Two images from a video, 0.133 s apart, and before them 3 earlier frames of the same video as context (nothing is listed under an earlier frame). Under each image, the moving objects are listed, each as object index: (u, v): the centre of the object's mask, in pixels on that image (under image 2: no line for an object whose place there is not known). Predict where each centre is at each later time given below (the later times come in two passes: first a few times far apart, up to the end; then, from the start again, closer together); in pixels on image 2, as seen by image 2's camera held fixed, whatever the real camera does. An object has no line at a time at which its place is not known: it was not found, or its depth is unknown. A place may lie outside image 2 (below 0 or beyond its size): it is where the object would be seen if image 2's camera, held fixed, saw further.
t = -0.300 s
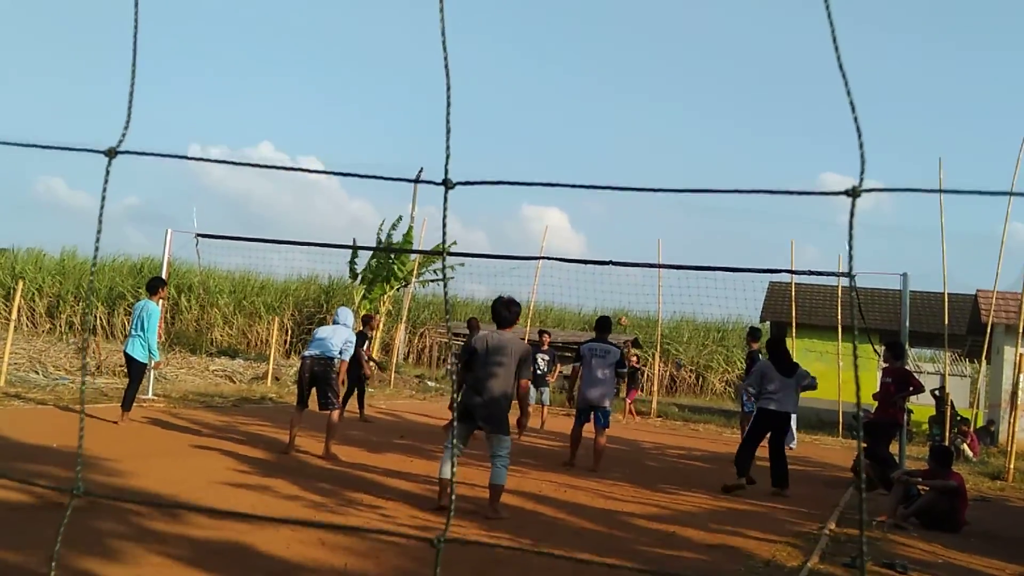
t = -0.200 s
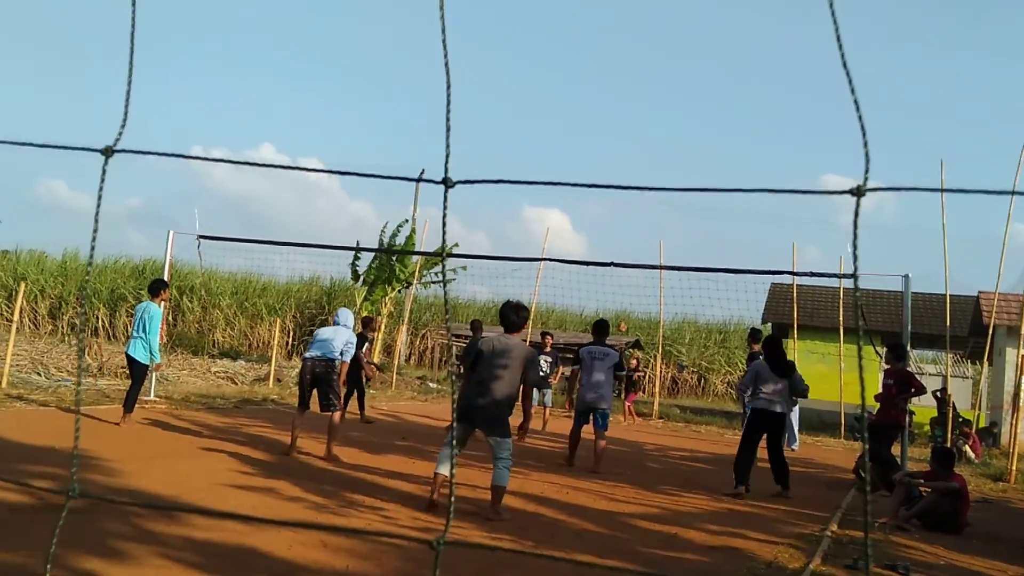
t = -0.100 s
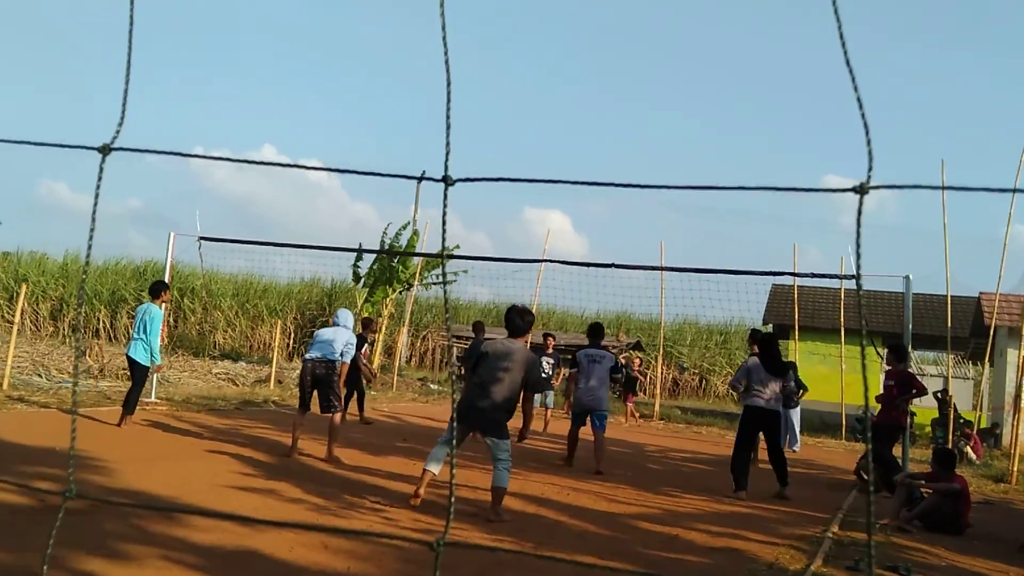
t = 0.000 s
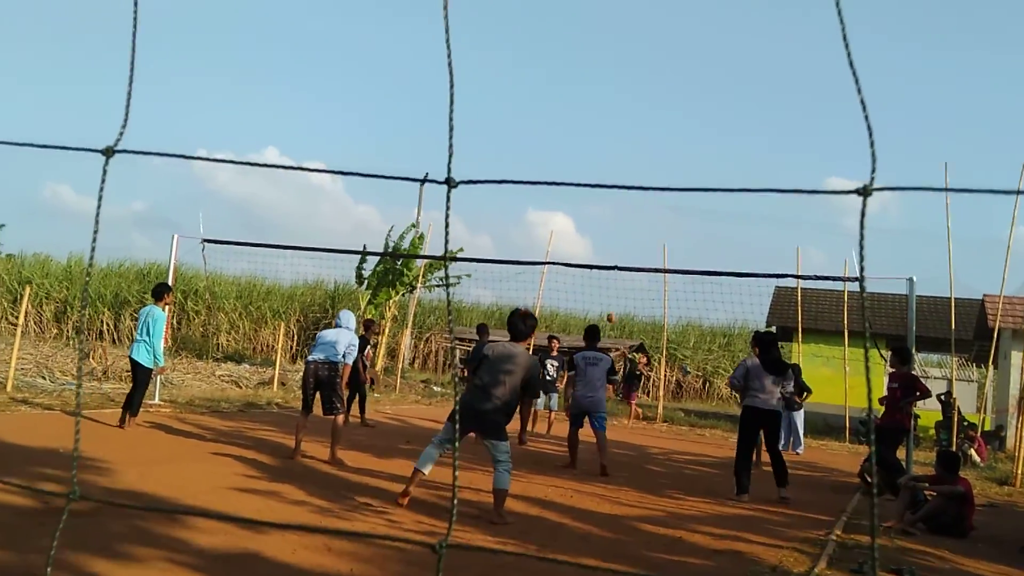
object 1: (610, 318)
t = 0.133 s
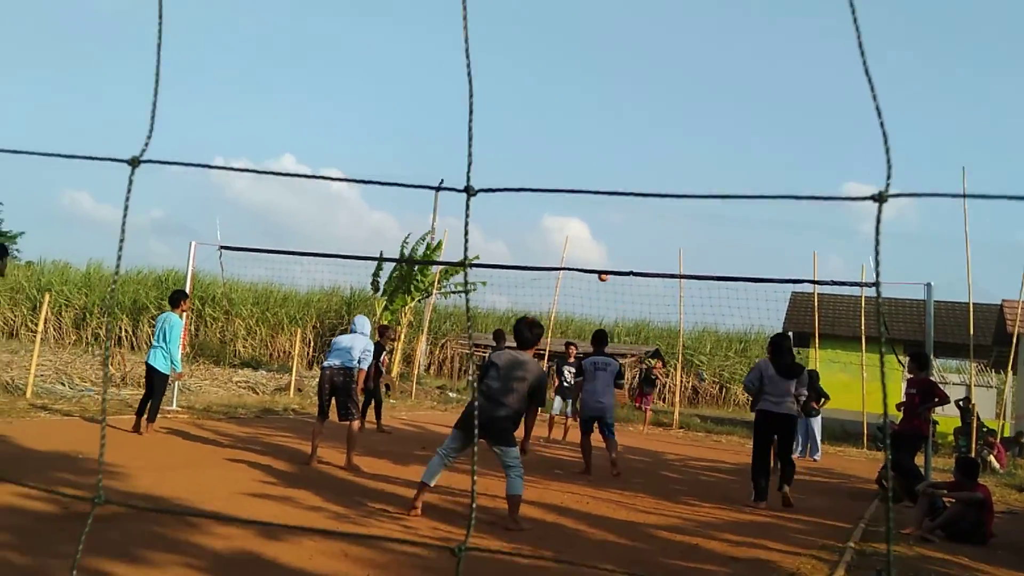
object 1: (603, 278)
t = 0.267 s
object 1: (575, 233)
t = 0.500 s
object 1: (514, 170)
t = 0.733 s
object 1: (428, 129)
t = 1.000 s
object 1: (285, 123)
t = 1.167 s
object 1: (153, 166)
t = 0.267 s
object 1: (575, 233)
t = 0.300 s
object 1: (567, 223)
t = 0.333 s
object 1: (559, 214)
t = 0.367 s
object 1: (551, 204)
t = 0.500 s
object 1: (514, 170)
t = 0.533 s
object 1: (504, 163)
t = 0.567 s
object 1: (493, 156)
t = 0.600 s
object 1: (482, 150)
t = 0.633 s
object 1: (469, 144)
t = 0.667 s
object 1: (457, 139)
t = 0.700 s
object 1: (443, 133)
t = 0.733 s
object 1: (428, 129)
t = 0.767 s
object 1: (412, 124)
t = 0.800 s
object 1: (396, 121)
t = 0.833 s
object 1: (380, 119)
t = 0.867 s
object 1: (361, 117)
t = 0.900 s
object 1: (344, 116)
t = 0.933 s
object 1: (327, 117)
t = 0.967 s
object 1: (307, 119)
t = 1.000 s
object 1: (285, 123)
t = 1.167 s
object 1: (153, 166)
